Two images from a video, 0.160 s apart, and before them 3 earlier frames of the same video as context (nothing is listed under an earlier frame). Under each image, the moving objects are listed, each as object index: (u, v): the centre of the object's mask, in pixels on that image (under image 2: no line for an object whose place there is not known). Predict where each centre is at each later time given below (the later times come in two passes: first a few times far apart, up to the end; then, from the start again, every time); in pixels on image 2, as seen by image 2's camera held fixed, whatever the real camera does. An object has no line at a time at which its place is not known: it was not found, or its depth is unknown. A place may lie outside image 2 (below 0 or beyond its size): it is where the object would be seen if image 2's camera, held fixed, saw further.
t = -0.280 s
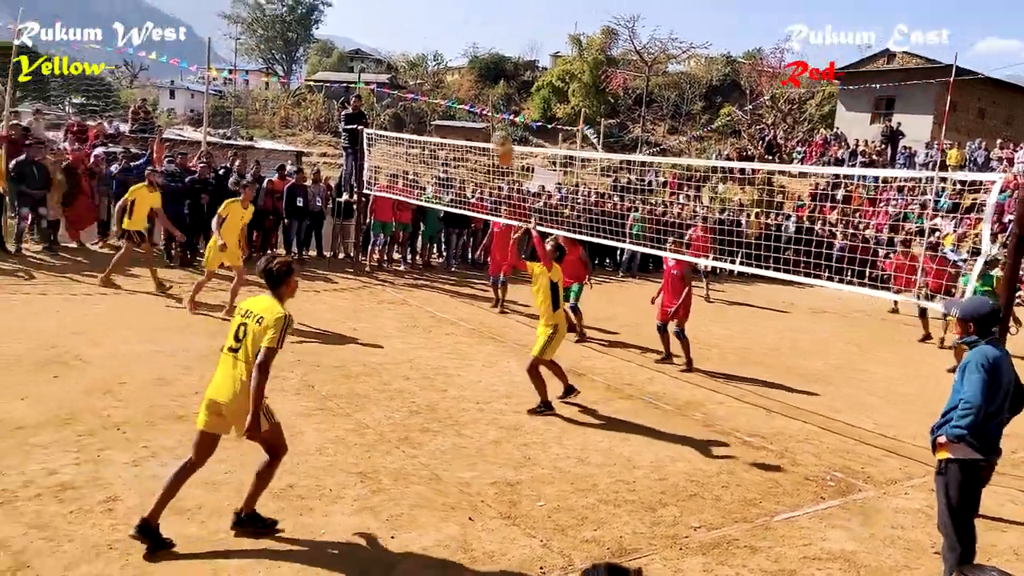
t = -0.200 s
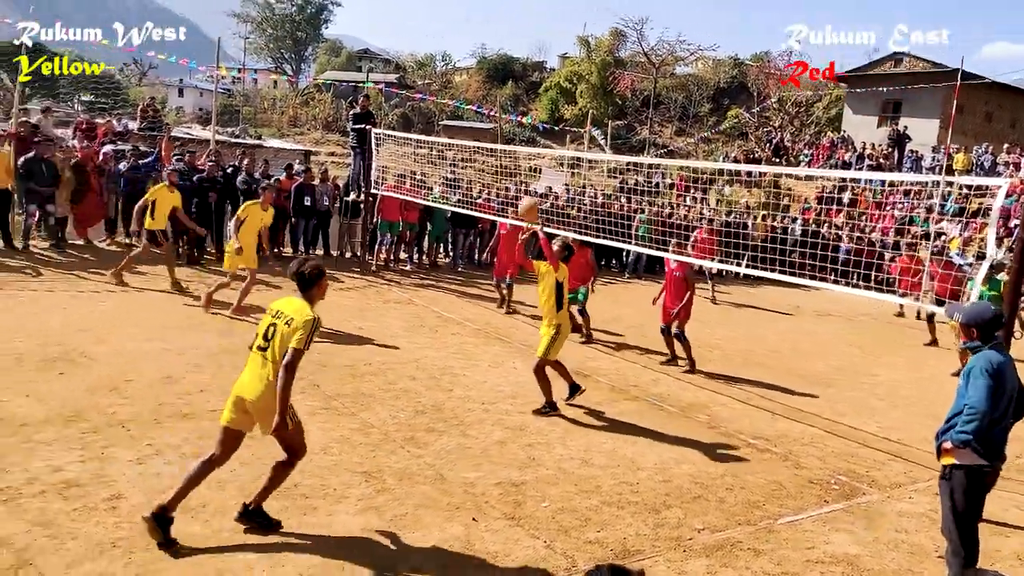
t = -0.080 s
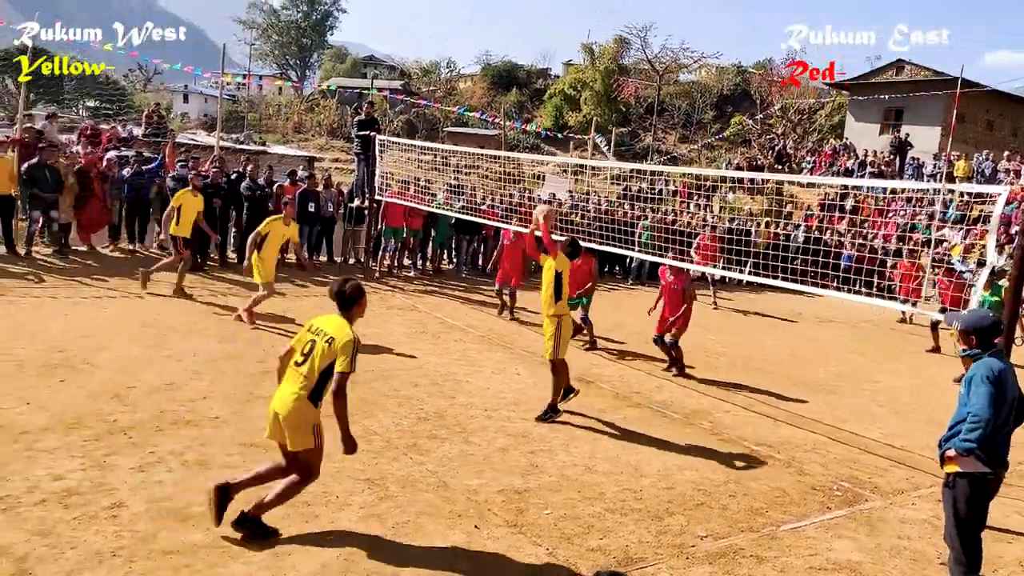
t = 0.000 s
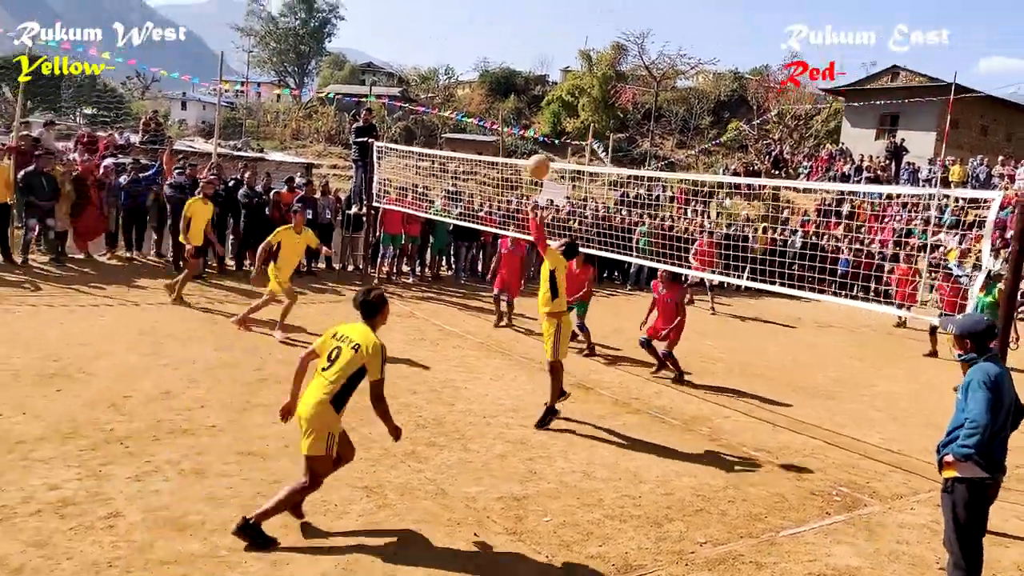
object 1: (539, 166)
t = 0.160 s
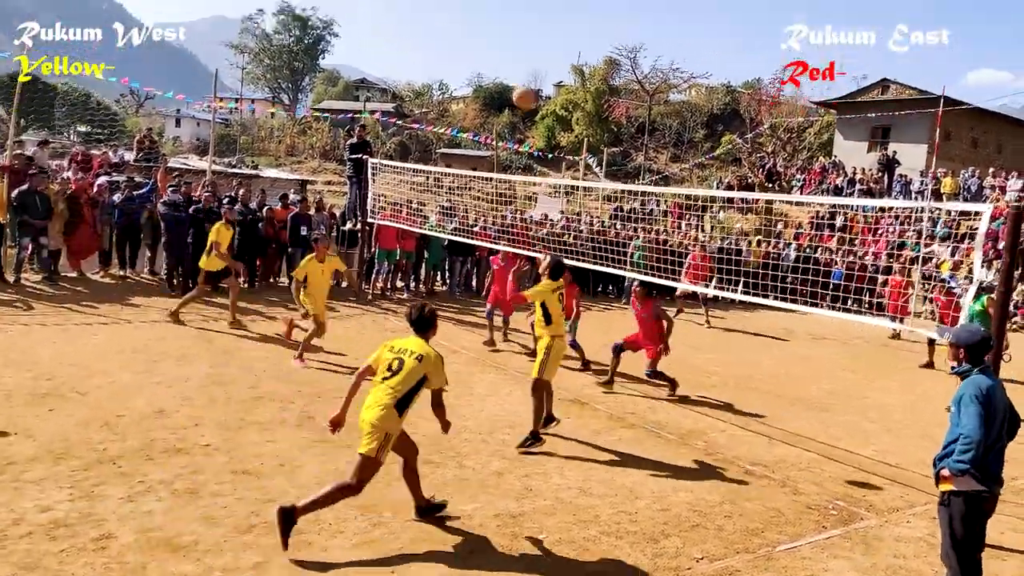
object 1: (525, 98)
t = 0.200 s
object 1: (522, 83)
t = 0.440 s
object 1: (506, 22)
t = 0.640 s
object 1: (491, 15)
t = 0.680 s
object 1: (490, 17)
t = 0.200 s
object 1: (522, 83)
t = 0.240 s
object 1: (520, 67)
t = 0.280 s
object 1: (517, 54)
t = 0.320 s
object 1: (513, 43)
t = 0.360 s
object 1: (511, 34)
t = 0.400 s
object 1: (507, 26)
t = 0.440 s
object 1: (506, 22)
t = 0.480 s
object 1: (502, 16)
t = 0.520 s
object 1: (499, 13)
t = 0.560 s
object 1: (496, 13)
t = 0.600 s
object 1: (493, 13)
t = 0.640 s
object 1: (491, 15)
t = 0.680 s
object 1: (490, 17)
